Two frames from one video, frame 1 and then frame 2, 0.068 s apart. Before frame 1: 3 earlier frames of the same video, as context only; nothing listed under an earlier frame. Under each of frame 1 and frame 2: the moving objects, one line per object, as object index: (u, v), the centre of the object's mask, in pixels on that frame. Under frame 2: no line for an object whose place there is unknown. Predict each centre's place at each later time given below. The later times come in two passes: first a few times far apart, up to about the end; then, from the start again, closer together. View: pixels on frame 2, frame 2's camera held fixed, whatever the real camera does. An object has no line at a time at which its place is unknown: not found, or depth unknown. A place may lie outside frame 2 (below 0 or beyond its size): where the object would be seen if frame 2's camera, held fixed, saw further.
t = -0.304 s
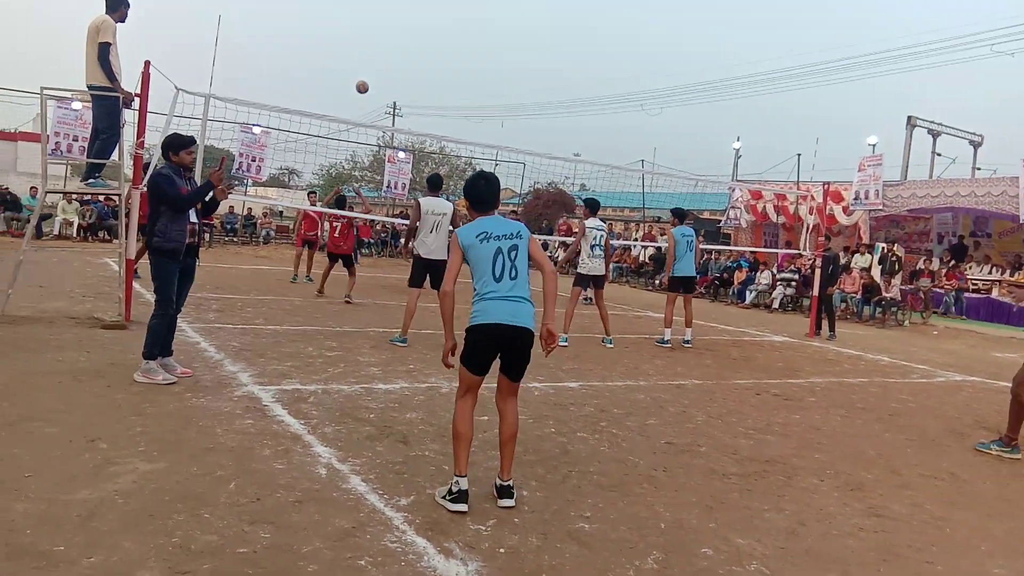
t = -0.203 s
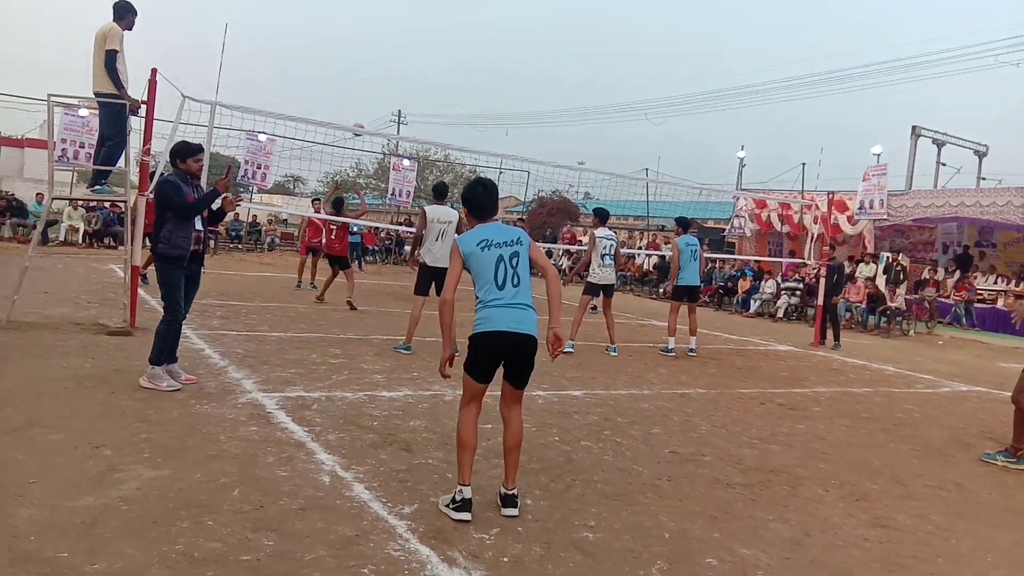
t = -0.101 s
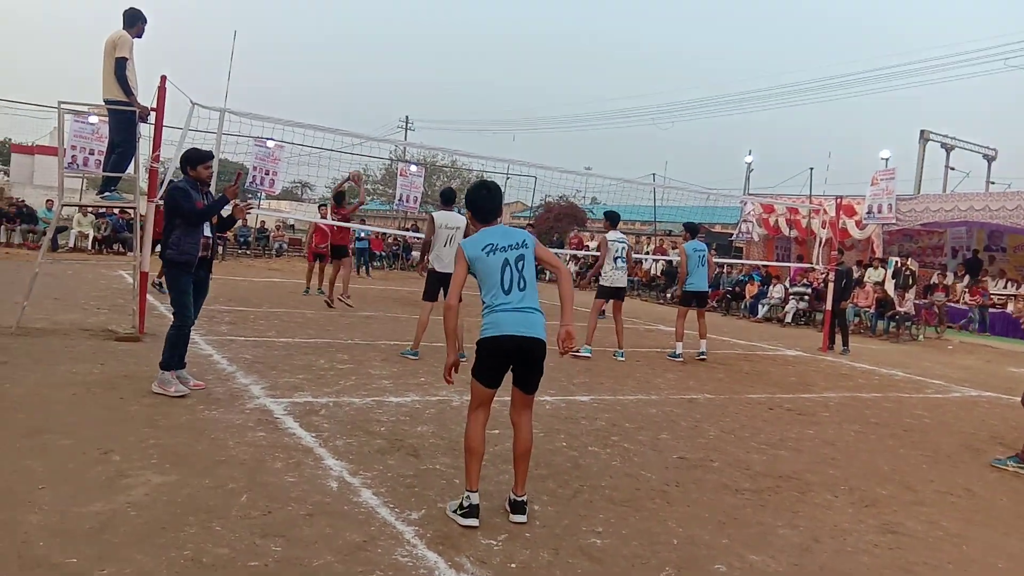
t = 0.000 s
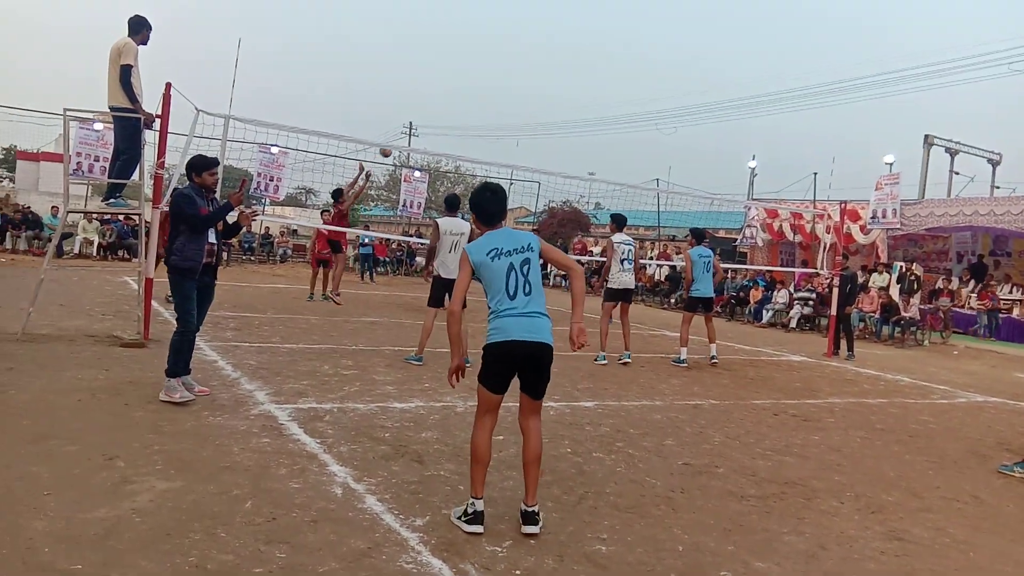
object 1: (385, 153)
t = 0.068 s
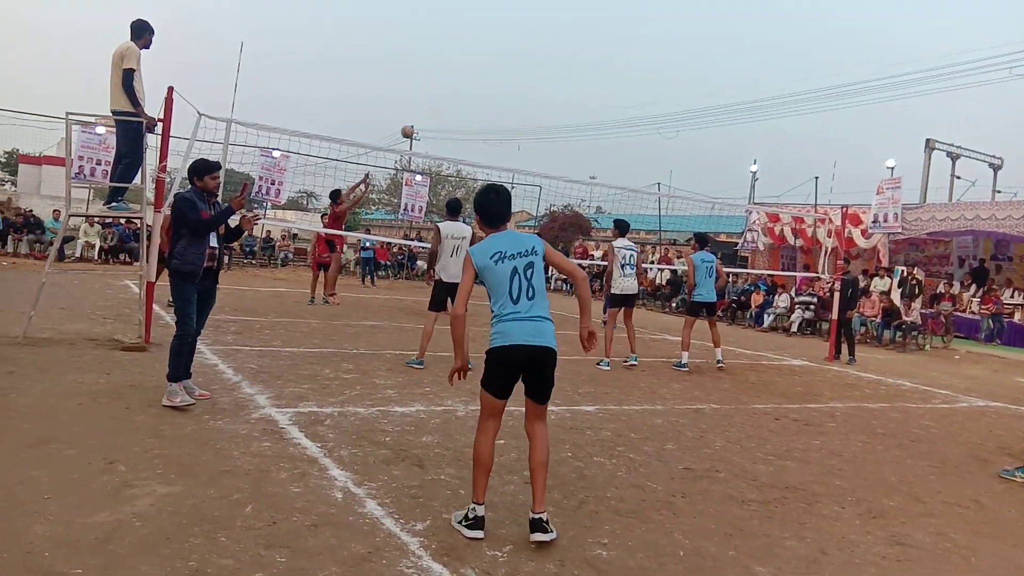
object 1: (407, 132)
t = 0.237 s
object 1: (455, 87)
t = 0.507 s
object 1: (523, 55)
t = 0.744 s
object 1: (576, 64)
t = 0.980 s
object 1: (623, 105)
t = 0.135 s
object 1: (427, 112)
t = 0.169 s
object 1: (436, 103)
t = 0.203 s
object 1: (445, 95)
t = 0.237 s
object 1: (455, 87)
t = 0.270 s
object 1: (464, 80)
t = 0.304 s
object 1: (473, 75)
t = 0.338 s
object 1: (481, 70)
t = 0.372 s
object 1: (490, 65)
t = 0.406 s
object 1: (499, 62)
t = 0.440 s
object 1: (507, 59)
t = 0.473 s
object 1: (515, 57)
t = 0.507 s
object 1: (523, 55)
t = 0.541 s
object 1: (531, 55)
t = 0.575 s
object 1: (539, 55)
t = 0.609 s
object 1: (547, 55)
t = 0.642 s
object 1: (554, 56)
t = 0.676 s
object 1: (562, 59)
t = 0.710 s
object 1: (569, 61)
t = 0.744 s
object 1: (576, 64)
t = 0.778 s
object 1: (583, 69)
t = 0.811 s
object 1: (590, 73)
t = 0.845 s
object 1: (597, 78)
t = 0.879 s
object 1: (604, 84)
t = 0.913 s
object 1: (610, 90)
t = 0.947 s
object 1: (617, 97)
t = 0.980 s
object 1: (623, 105)
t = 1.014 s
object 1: (629, 113)
